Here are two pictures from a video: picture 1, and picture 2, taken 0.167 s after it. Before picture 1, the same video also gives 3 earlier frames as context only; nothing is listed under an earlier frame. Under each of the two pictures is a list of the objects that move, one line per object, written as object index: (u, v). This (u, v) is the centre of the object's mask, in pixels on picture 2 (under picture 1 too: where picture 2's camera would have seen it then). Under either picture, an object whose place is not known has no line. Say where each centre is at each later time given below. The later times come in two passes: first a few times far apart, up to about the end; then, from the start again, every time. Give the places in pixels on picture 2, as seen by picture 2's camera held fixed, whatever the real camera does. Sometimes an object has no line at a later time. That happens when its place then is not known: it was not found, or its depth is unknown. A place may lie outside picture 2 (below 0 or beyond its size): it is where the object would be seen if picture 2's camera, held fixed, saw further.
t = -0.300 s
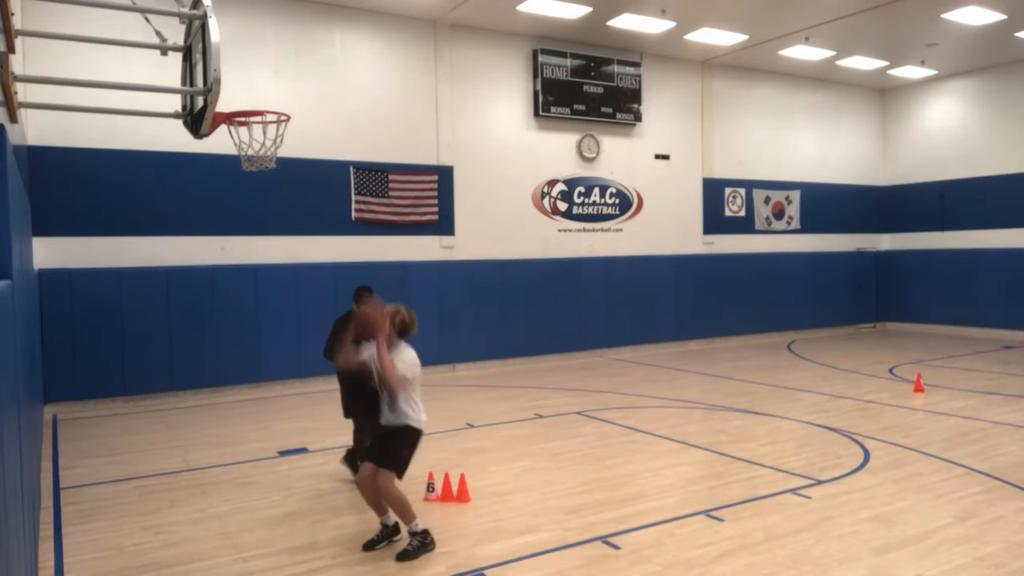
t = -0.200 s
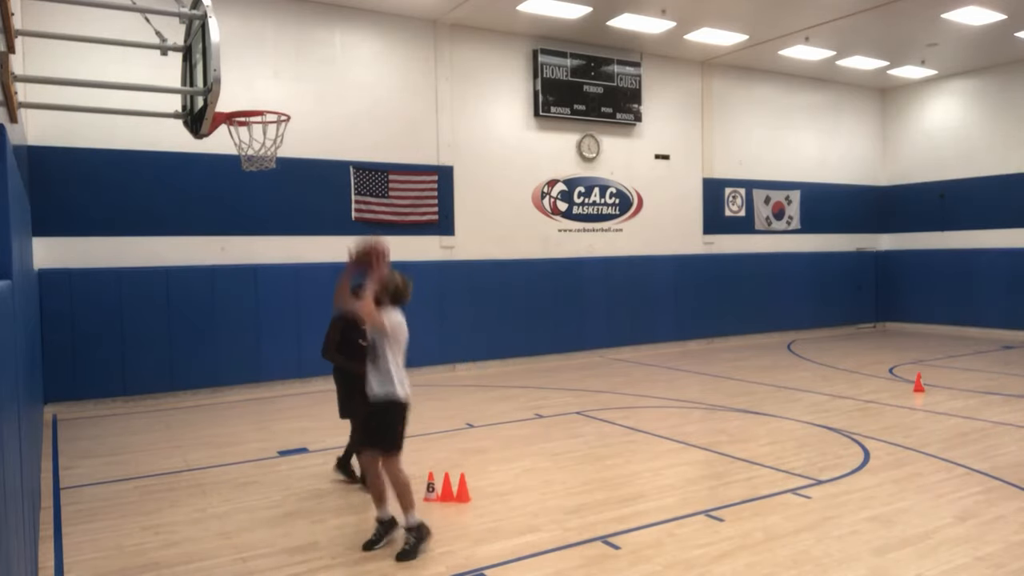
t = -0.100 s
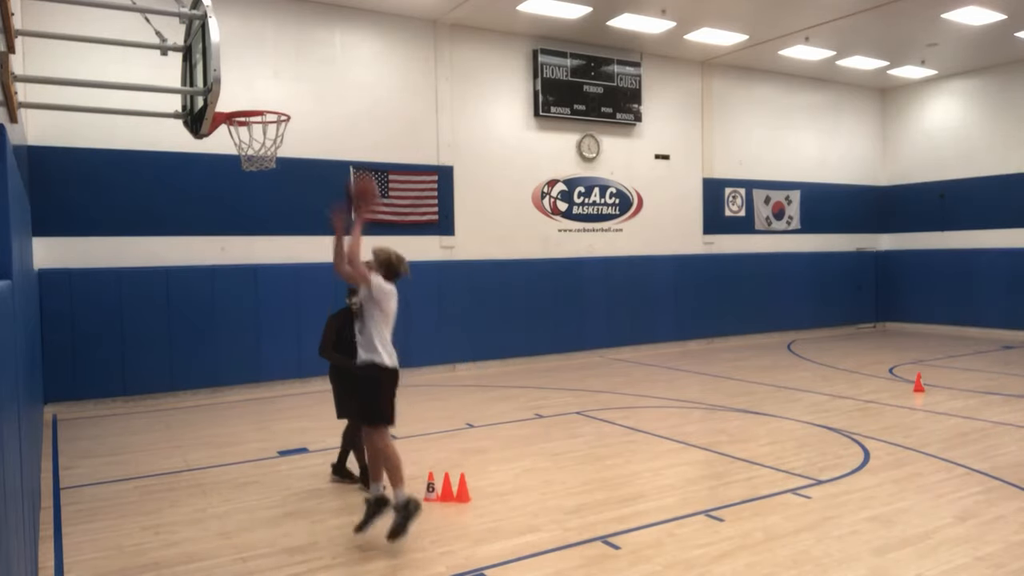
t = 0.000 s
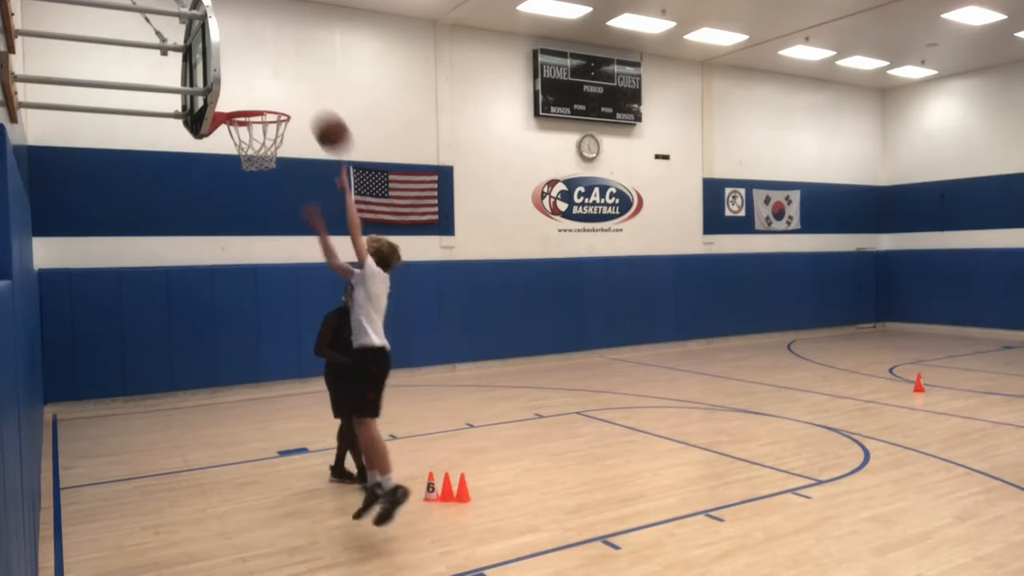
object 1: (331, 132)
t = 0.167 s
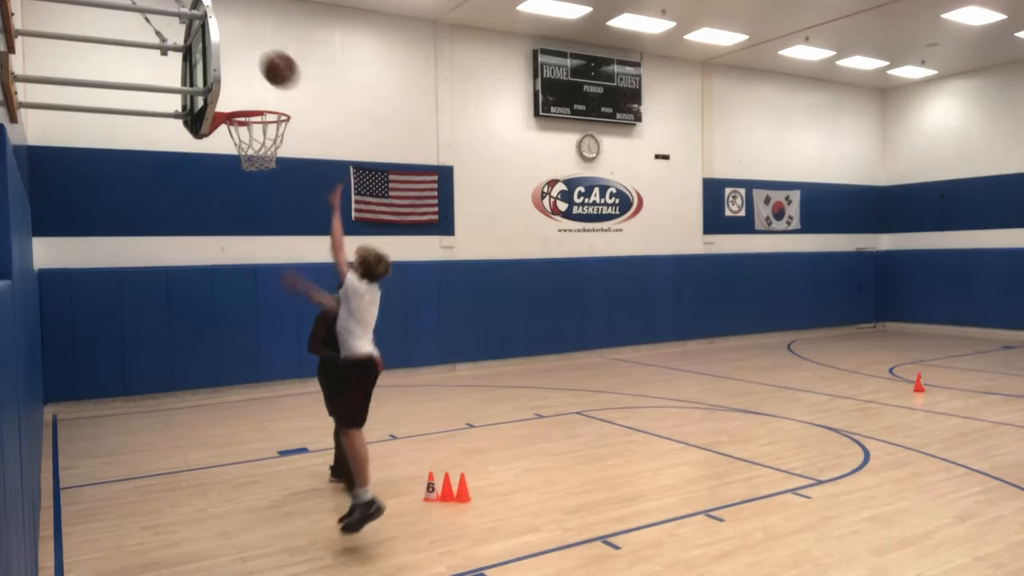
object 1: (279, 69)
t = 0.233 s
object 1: (260, 56)
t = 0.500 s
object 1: (241, 73)
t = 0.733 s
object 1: (272, 151)
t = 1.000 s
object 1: (258, 179)
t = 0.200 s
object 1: (270, 62)
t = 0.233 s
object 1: (260, 56)
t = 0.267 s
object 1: (251, 52)
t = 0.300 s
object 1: (242, 49)
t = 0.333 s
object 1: (235, 49)
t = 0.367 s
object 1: (230, 50)
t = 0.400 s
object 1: (231, 53)
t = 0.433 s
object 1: (233, 58)
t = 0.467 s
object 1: (237, 65)
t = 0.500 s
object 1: (241, 73)
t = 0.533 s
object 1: (246, 82)
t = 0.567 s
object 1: (251, 92)
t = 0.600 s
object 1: (255, 99)
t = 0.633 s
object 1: (261, 115)
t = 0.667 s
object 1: (268, 131)
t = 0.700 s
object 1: (270, 146)
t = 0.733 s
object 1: (272, 151)
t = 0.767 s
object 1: (271, 152)
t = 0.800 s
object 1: (270, 152)
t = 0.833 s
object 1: (269, 153)
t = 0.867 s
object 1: (267, 156)
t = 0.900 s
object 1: (265, 159)
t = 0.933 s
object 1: (263, 164)
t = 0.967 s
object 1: (261, 170)
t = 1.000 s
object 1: (258, 179)
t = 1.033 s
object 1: (257, 187)
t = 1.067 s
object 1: (254, 196)
